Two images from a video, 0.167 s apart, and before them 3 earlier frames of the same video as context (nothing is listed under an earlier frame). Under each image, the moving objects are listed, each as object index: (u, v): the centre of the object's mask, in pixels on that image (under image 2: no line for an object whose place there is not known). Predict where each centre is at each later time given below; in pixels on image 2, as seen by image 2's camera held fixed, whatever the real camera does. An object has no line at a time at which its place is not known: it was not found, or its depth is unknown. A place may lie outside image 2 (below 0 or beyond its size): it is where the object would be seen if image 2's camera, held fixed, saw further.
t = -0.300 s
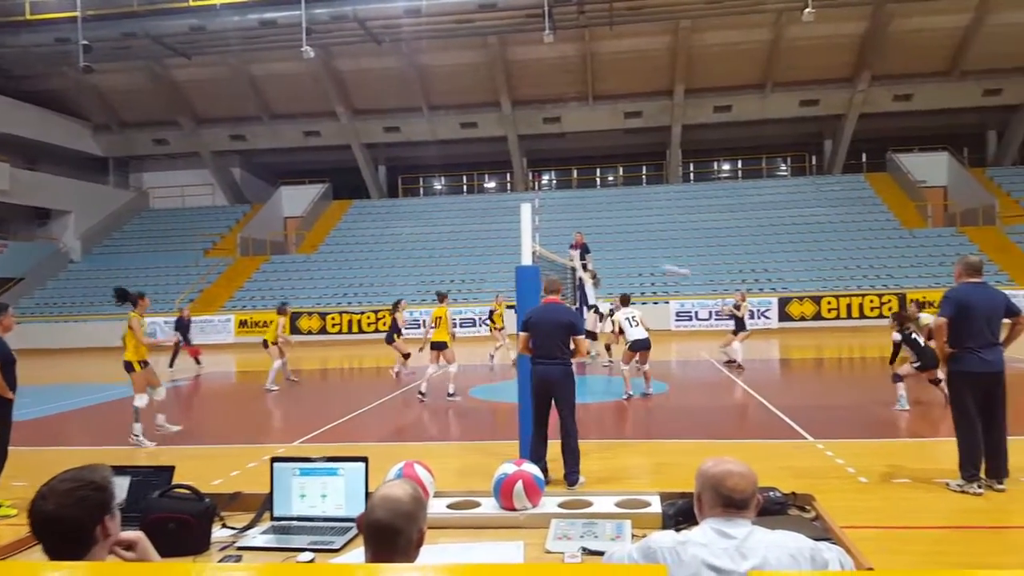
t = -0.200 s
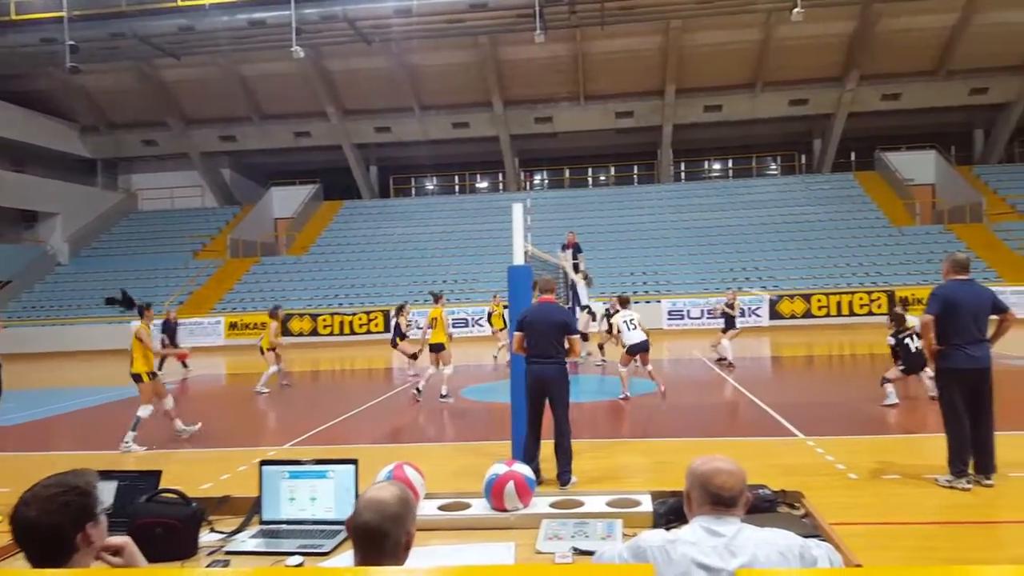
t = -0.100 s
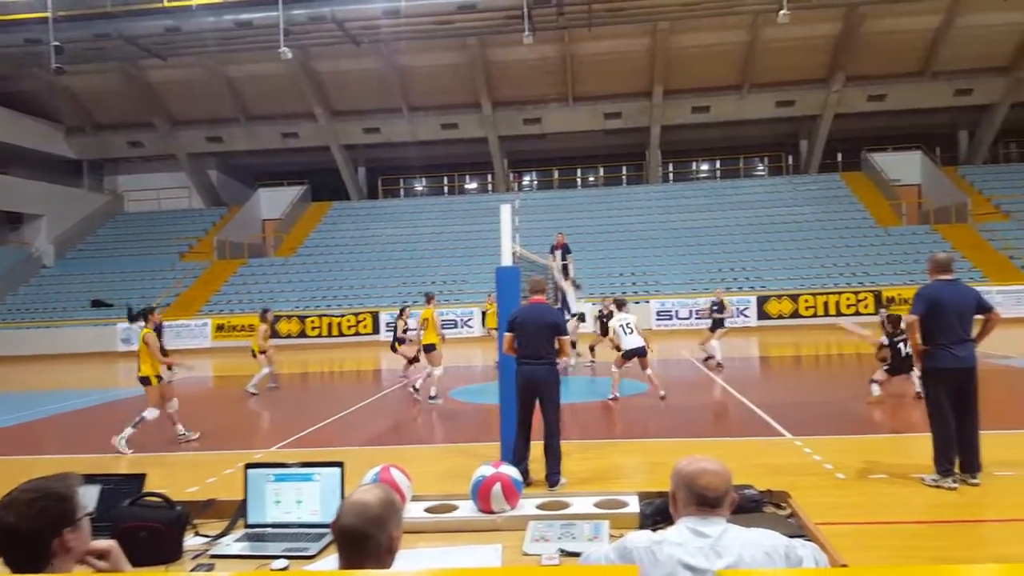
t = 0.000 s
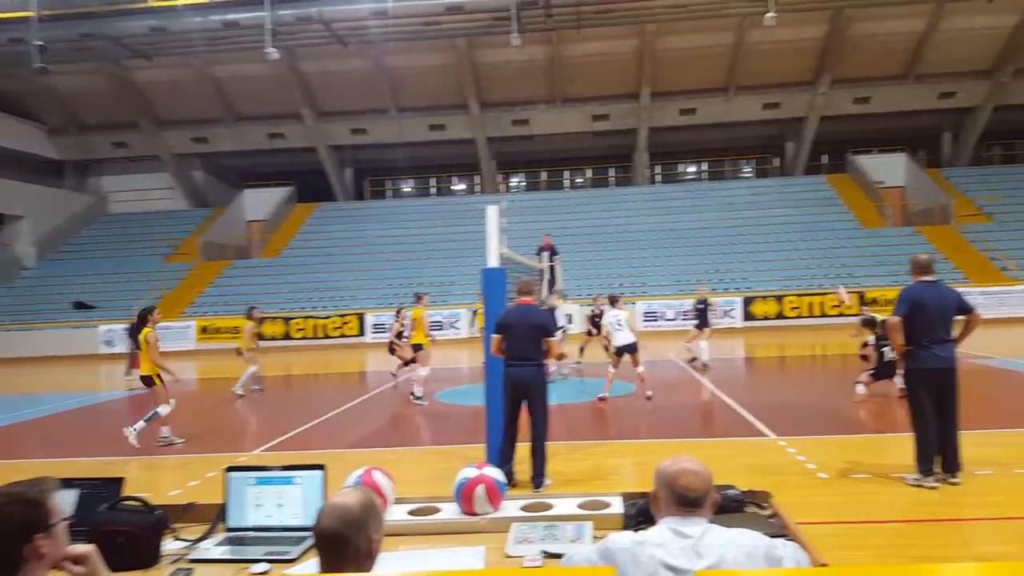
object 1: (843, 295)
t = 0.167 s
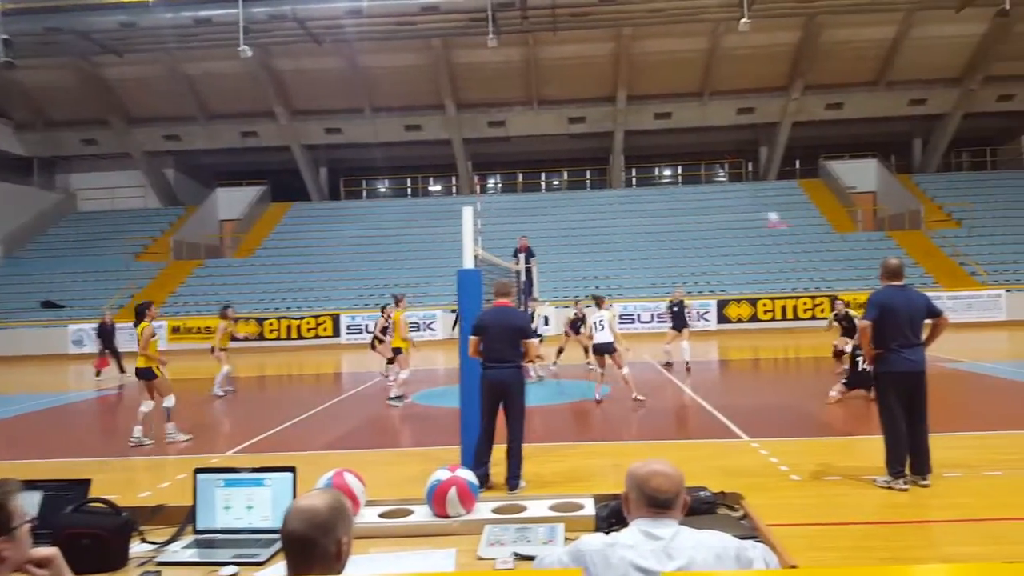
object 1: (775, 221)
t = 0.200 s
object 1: (766, 207)
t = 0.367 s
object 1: (729, 152)
